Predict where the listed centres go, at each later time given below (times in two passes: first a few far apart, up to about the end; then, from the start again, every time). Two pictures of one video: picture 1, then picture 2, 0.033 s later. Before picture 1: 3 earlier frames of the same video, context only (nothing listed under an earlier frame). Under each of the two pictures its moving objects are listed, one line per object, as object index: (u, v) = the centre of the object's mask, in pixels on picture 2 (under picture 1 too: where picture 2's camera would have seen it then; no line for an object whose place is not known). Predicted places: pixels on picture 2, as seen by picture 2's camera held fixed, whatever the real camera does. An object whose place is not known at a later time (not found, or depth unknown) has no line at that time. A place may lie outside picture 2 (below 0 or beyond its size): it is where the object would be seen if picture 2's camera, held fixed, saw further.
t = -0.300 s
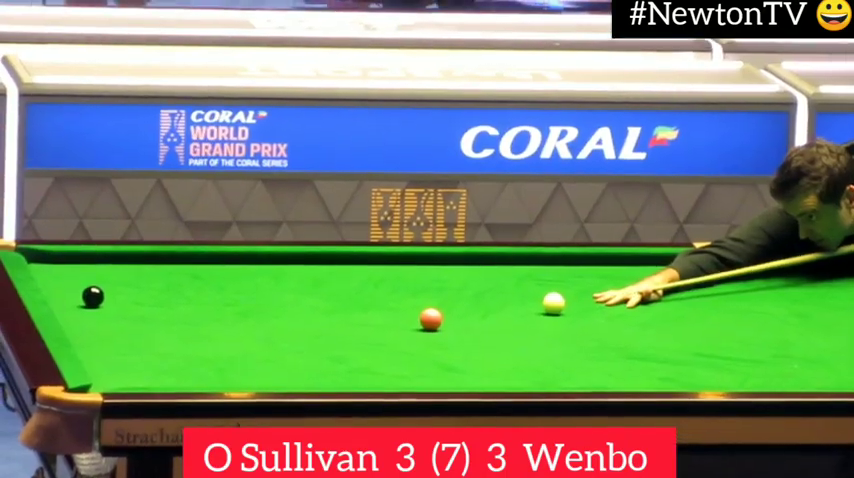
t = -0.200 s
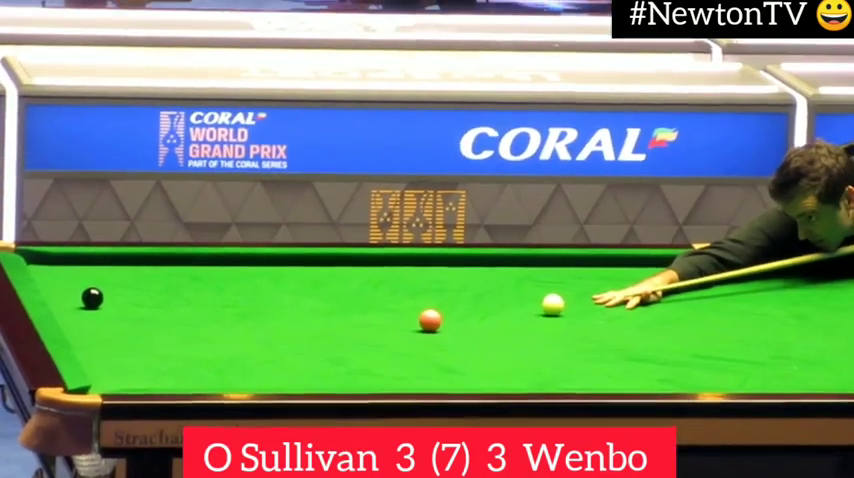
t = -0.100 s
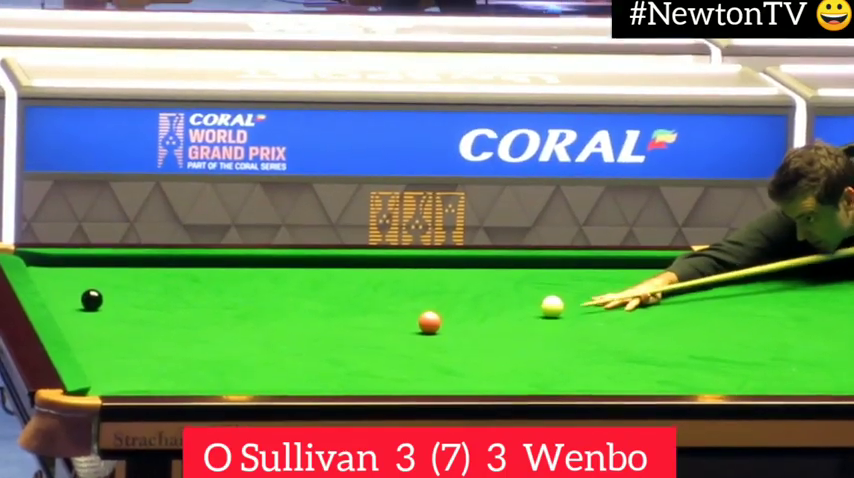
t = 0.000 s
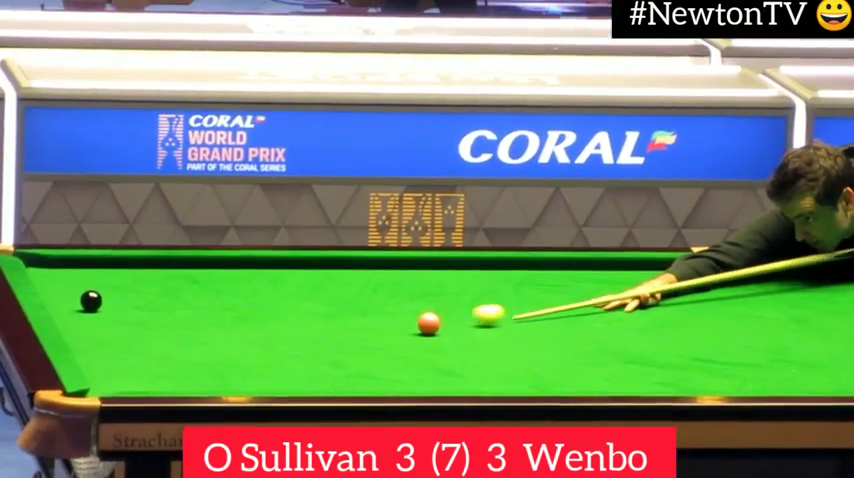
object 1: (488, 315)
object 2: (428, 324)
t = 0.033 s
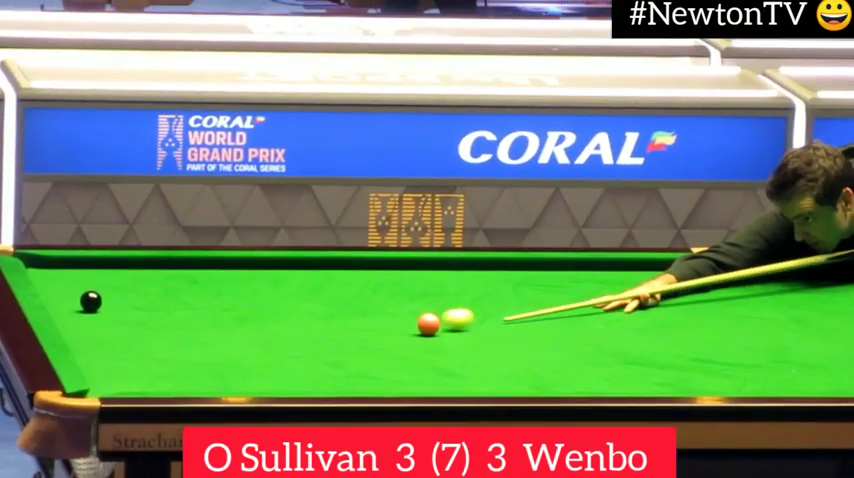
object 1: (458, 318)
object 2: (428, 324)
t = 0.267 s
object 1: (408, 315)
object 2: (291, 353)
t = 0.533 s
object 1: (388, 307)
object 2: (137, 383)
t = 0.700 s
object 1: (377, 303)
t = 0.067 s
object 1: (438, 320)
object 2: (417, 325)
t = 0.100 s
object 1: (431, 319)
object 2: (396, 330)
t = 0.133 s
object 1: (424, 318)
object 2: (375, 334)
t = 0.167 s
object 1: (419, 317)
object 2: (353, 339)
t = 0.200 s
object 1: (414, 317)
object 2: (332, 344)
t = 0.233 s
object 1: (411, 316)
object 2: (312, 348)
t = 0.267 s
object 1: (408, 315)
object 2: (291, 353)
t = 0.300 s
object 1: (406, 314)
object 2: (271, 357)
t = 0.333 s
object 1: (403, 313)
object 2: (251, 361)
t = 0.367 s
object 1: (401, 312)
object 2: (232, 365)
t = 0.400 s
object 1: (398, 311)
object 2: (213, 369)
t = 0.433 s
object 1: (396, 310)
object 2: (194, 373)
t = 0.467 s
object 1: (393, 309)
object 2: (175, 377)
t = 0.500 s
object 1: (391, 308)
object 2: (156, 380)
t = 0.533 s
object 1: (388, 307)
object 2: (137, 383)
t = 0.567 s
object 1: (386, 306)
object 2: (117, 386)
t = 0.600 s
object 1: (383, 306)
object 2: (98, 390)
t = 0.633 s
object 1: (381, 305)
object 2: (81, 393)
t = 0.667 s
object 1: (379, 304)
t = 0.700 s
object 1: (377, 303)
